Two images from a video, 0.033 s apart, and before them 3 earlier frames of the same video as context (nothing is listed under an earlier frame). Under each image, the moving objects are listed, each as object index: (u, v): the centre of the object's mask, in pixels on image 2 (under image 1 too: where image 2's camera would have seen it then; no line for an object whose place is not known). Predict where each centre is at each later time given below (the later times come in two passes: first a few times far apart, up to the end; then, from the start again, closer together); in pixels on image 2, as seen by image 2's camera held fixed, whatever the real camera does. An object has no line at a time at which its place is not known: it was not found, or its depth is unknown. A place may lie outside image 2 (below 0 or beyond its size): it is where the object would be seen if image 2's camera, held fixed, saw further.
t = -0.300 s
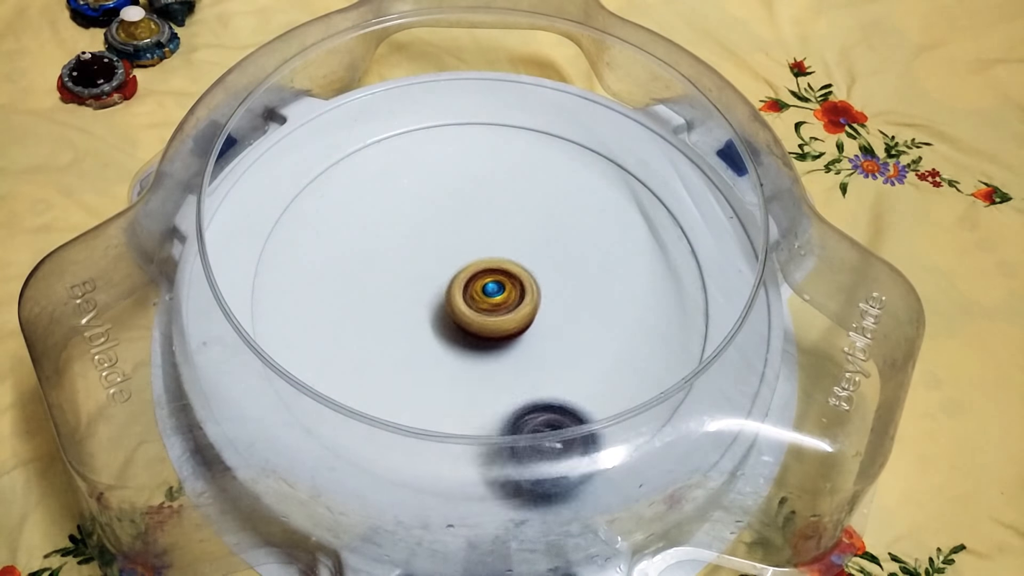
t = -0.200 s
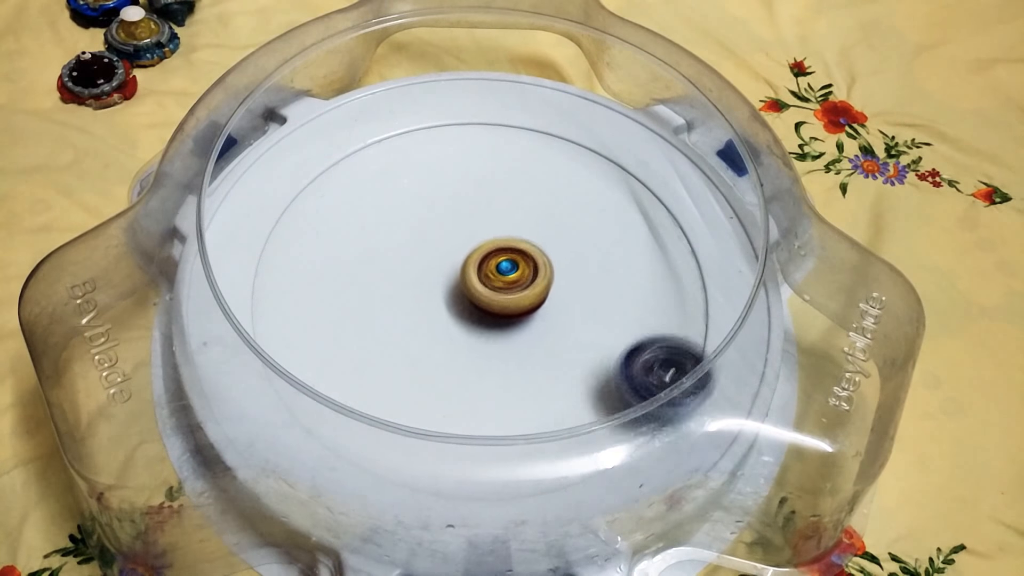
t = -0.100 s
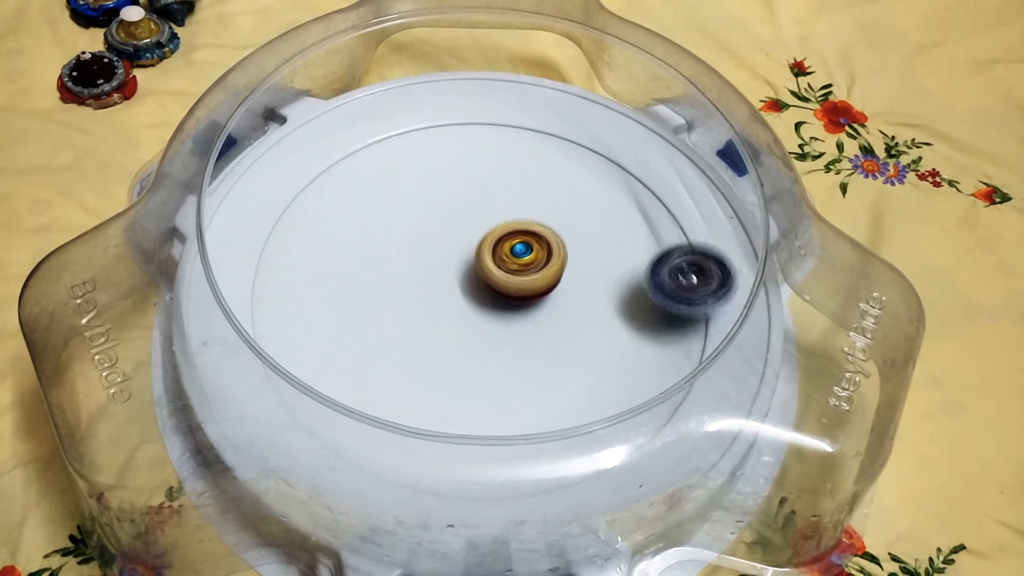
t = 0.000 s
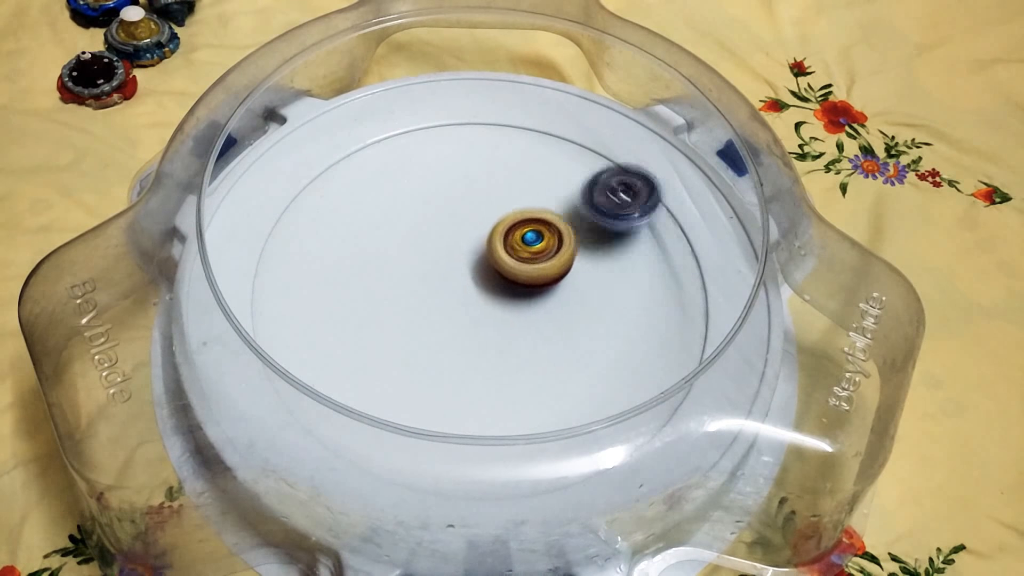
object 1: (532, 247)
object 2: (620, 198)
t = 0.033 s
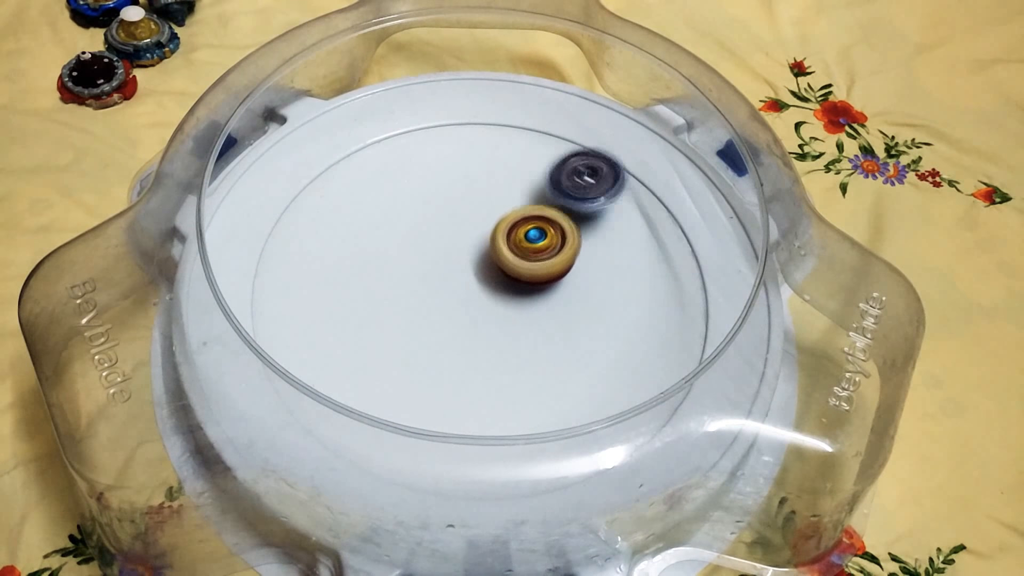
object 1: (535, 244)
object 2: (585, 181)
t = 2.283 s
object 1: (510, 310)
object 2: (374, 410)
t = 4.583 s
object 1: (480, 287)
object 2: (661, 288)
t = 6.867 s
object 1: (467, 268)
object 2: (524, 157)
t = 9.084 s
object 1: (464, 263)
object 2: (382, 207)
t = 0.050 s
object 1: (536, 244)
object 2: (567, 174)
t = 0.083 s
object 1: (535, 247)
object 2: (530, 156)
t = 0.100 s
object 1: (535, 249)
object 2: (509, 149)
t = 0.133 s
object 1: (534, 252)
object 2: (471, 143)
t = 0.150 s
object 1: (533, 253)
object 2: (450, 143)
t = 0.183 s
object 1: (530, 254)
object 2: (409, 148)
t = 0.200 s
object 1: (528, 255)
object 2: (388, 154)
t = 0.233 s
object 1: (525, 256)
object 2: (350, 171)
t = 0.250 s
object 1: (523, 257)
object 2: (332, 182)
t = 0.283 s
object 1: (520, 257)
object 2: (304, 210)
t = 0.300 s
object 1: (518, 257)
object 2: (294, 226)
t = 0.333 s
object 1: (514, 258)
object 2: (279, 265)
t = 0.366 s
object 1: (509, 259)
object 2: (281, 303)
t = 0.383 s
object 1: (507, 259)
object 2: (288, 323)
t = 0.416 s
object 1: (503, 259)
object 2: (302, 368)
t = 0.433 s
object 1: (500, 259)
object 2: (316, 387)
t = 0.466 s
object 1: (496, 259)
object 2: (353, 417)
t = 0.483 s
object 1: (494, 258)
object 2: (377, 429)
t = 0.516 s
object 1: (490, 258)
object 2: (427, 443)
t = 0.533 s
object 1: (488, 258)
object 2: (453, 446)
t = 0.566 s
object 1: (484, 257)
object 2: (502, 444)
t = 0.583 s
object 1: (482, 256)
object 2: (531, 427)
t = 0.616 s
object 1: (479, 255)
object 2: (572, 403)
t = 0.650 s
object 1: (475, 254)
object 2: (610, 384)
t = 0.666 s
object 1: (473, 254)
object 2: (626, 372)
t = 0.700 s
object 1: (470, 254)
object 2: (649, 341)
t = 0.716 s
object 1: (467, 253)
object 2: (654, 322)
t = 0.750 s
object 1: (465, 253)
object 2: (658, 286)
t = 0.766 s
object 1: (463, 253)
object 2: (656, 267)
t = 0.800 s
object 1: (459, 253)
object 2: (646, 233)
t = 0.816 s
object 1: (457, 253)
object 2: (638, 216)
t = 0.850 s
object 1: (454, 253)
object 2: (615, 185)
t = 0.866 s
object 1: (452, 253)
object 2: (602, 172)
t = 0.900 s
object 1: (449, 253)
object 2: (571, 150)
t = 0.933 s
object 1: (445, 253)
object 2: (538, 133)
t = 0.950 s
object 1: (443, 253)
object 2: (520, 126)
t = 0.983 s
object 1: (440, 253)
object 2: (482, 117)
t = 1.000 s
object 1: (439, 253)
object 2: (462, 115)
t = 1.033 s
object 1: (436, 253)
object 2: (424, 117)
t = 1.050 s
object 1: (435, 253)
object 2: (404, 121)
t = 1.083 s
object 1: (433, 253)
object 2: (366, 134)
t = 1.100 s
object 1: (432, 254)
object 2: (347, 143)
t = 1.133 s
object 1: (431, 254)
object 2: (317, 165)
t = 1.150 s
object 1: (430, 254)
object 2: (305, 179)
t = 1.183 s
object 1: (429, 255)
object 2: (284, 211)
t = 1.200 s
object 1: (429, 255)
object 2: (277, 230)
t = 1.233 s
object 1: (429, 255)
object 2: (272, 268)
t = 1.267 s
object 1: (428, 256)
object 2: (282, 307)
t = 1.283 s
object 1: (428, 256)
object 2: (292, 325)
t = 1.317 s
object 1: (430, 257)
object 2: (314, 367)
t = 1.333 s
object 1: (430, 257)
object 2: (332, 384)
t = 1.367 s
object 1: (431, 258)
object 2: (372, 412)
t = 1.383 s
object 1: (432, 258)
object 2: (398, 420)
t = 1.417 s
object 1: (434, 260)
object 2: (449, 429)
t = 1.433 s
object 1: (435, 261)
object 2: (478, 423)
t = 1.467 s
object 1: (438, 262)
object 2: (526, 410)
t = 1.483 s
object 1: (439, 263)
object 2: (551, 405)
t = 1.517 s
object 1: (442, 265)
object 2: (594, 392)
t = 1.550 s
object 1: (445, 268)
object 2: (631, 371)
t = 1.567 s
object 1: (447, 269)
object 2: (649, 358)
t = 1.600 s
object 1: (450, 271)
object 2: (671, 327)
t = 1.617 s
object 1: (452, 272)
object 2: (677, 308)
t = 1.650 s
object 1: (455, 275)
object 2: (681, 273)
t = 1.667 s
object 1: (457, 276)
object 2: (681, 255)
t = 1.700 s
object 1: (461, 278)
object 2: (673, 221)
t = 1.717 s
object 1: (462, 280)
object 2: (667, 206)
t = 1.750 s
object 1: (465, 282)
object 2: (649, 177)
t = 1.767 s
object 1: (468, 283)
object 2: (639, 164)
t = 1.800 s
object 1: (471, 286)
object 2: (612, 141)
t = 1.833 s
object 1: (475, 288)
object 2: (580, 124)
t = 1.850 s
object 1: (477, 289)
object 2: (562, 118)
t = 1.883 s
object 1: (480, 292)
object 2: (525, 109)
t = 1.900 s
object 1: (482, 293)
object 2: (507, 106)
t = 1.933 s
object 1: (486, 295)
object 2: (469, 107)
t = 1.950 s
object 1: (487, 296)
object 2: (449, 110)
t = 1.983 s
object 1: (491, 298)
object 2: (412, 120)
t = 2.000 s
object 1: (492, 299)
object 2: (394, 127)
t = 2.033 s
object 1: (495, 301)
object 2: (361, 147)
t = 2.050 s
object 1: (497, 302)
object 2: (345, 159)
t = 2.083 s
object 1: (499, 304)
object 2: (320, 188)
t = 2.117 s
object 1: (502, 306)
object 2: (302, 223)
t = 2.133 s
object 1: (503, 307)
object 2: (296, 242)
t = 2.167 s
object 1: (505, 308)
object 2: (295, 281)
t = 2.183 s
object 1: (506, 308)
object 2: (297, 301)
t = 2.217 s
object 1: (508, 310)
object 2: (316, 340)
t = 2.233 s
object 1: (508, 310)
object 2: (329, 356)
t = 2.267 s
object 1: (510, 310)
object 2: (355, 395)
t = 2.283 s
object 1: (510, 310)
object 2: (374, 410)
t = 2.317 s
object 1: (509, 311)
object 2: (419, 428)
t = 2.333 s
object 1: (510, 311)
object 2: (443, 436)
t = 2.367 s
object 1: (509, 310)
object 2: (489, 447)
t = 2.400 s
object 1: (510, 310)
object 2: (541, 444)
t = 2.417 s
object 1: (509, 310)
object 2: (564, 439)
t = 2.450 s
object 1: (508, 309)
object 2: (609, 421)
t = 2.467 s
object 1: (509, 308)
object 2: (629, 410)
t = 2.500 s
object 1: (508, 307)
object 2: (660, 386)
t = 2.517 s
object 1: (507, 307)
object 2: (673, 372)
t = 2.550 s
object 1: (507, 306)
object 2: (691, 340)
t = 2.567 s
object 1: (507, 305)
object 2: (693, 322)
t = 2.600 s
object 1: (507, 302)
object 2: (700, 294)
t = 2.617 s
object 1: (506, 302)
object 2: (699, 280)
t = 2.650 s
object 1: (504, 299)
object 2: (693, 249)
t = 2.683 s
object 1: (504, 296)
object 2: (680, 221)
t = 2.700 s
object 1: (504, 295)
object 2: (669, 208)
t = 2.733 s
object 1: (503, 292)
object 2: (648, 185)
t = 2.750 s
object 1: (503, 291)
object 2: (635, 174)
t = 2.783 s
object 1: (502, 288)
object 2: (604, 154)
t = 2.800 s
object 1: (502, 287)
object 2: (587, 147)
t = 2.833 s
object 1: (500, 285)
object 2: (552, 135)
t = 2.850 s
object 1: (500, 283)
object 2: (536, 131)
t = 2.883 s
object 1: (499, 280)
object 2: (497, 128)
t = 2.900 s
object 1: (498, 280)
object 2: (477, 129)
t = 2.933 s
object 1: (497, 277)
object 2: (437, 134)
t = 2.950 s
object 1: (496, 276)
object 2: (417, 140)
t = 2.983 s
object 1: (495, 273)
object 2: (381, 155)
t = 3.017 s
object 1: (493, 271)
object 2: (350, 173)
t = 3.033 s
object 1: (492, 270)
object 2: (335, 185)
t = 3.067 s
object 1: (491, 267)
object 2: (309, 214)
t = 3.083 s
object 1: (490, 266)
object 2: (299, 230)
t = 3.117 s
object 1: (488, 263)
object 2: (286, 267)
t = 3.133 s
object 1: (487, 262)
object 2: (283, 286)
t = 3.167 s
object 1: (485, 261)
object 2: (288, 322)
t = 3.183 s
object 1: (485, 260)
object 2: (290, 345)
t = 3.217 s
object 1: (482, 258)
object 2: (307, 382)
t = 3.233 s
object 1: (482, 257)
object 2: (320, 399)
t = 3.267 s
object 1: (479, 256)
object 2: (355, 429)
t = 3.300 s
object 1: (478, 253)
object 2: (396, 451)
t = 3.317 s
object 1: (477, 253)
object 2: (419, 458)
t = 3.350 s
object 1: (474, 252)
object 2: (466, 465)
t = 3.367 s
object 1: (474, 251)
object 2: (490, 464)
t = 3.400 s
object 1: (472, 251)
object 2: (533, 459)
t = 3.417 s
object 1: (471, 251)
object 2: (555, 453)
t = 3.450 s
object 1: (468, 250)
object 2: (596, 431)
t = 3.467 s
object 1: (467, 250)
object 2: (614, 419)
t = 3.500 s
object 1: (465, 250)
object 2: (642, 390)
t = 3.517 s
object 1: (464, 250)
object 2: (653, 374)
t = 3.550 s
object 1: (462, 250)
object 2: (665, 343)
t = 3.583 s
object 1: (459, 251)
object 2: (671, 310)
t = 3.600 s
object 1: (458, 251)
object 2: (670, 293)
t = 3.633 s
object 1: (456, 252)
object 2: (664, 260)
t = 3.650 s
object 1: (454, 253)
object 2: (657, 244)
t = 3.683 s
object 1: (452, 253)
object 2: (640, 217)
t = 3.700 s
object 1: (451, 254)
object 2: (629, 204)
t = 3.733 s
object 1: (450, 255)
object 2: (603, 179)
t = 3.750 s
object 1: (448, 255)
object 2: (590, 170)
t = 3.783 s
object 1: (447, 255)
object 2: (559, 152)
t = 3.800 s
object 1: (446, 256)
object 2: (543, 145)
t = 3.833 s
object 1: (445, 256)
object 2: (509, 135)
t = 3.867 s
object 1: (444, 257)
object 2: (472, 129)
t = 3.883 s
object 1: (443, 258)
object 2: (454, 129)
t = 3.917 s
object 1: (443, 259)
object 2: (418, 131)
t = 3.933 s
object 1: (443, 259)
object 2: (399, 135)
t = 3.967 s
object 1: (443, 260)
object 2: (363, 146)
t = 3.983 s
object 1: (443, 260)
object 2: (348, 153)
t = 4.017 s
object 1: (443, 261)
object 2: (317, 174)
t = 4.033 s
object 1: (443, 262)
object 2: (304, 187)
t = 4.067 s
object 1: (443, 263)
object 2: (285, 213)
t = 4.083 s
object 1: (444, 264)
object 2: (277, 227)
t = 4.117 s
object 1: (445, 265)
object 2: (268, 261)
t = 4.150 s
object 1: (446, 266)
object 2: (270, 293)
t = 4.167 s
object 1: (447, 267)
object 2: (277, 309)
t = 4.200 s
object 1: (449, 268)
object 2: (289, 349)
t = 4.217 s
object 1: (450, 269)
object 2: (300, 367)
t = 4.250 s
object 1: (452, 270)
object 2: (330, 394)
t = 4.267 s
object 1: (453, 271)
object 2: (350, 407)
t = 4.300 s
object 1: (455, 273)
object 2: (388, 424)
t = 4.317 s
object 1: (457, 274)
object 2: (411, 431)
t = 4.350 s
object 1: (459, 276)
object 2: (458, 435)
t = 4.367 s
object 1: (461, 276)
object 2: (482, 434)
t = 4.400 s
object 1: (464, 279)
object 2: (528, 419)
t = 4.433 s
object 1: (466, 280)
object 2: (567, 409)
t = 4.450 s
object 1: (468, 280)
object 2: (584, 402)
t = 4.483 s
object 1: (471, 282)
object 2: (616, 375)
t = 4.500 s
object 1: (472, 283)
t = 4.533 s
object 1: (476, 284)
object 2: (647, 335)
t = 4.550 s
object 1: (477, 285)
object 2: (655, 318)
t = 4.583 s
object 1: (480, 287)
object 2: (661, 288)
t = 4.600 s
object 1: (482, 288)
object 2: (662, 271)
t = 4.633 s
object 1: (485, 289)
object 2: (656, 242)
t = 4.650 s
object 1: (488, 290)
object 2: (652, 226)
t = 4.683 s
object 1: (489, 292)
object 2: (639, 198)
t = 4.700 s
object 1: (492, 292)
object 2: (630, 186)
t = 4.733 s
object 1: (494, 294)
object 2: (609, 162)
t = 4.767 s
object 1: (497, 295)
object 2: (583, 143)
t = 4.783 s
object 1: (498, 295)
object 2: (570, 135)
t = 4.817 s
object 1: (501, 296)
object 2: (540, 122)
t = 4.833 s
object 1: (501, 297)
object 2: (523, 117)
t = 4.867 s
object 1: (504, 298)
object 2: (491, 112)
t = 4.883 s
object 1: (504, 298)
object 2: (473, 112)
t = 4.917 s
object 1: (506, 298)
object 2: (442, 115)
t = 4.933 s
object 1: (507, 298)
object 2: (424, 119)
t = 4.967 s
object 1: (508, 298)
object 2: (394, 128)
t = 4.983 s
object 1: (508, 299)
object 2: (377, 136)
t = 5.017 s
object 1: (509, 298)
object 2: (350, 155)
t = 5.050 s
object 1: (510, 298)
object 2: (326, 180)
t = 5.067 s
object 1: (510, 298)
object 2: (316, 195)
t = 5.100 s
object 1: (511, 297)
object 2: (303, 224)
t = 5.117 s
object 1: (511, 297)
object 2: (299, 242)
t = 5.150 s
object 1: (511, 297)
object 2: (299, 274)
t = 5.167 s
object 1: (511, 297)
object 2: (302, 293)
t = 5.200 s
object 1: (511, 296)
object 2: (314, 329)
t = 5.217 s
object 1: (511, 296)
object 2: (325, 344)
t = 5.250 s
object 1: (510, 295)
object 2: (354, 369)
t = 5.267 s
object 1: (510, 295)
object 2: (372, 380)
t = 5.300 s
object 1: (509, 294)
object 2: (409, 396)
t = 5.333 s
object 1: (508, 293)
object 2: (447, 419)
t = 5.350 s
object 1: (508, 292)
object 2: (468, 422)
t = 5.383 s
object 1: (506, 291)
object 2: (513, 420)
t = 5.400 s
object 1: (506, 290)
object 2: (532, 407)
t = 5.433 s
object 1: (504, 290)
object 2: (572, 408)
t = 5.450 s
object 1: (504, 289)
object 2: (588, 395)
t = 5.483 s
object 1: (501, 288)
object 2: (623, 386)
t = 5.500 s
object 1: (501, 287)
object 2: (634, 370)
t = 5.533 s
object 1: (498, 286)
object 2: (658, 350)
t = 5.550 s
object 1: (498, 285)
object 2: (668, 337)
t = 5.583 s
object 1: (495, 284)
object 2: (676, 309)
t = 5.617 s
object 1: (492, 283)
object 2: (678, 280)
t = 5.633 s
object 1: (491, 282)
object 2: (677, 265)
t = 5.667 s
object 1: (488, 281)
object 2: (668, 239)
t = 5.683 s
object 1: (486, 280)
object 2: (661, 224)
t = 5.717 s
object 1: (483, 279)
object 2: (646, 202)
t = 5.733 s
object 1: (481, 278)
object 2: (634, 190)
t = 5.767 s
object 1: (478, 276)
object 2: (610, 173)
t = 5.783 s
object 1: (477, 276)
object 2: (598, 165)
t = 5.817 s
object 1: (474, 275)
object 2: (569, 152)
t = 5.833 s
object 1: (472, 274)
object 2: (555, 148)
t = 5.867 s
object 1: (469, 272)
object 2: (522, 142)
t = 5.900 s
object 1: (466, 271)
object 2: (490, 139)
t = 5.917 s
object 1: (465, 271)
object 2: (475, 140)
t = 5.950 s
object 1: (462, 269)
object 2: (440, 146)
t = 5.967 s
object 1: (461, 269)
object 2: (427, 150)
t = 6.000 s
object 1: (458, 268)
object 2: (393, 164)
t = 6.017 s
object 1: (457, 268)
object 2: (380, 171)
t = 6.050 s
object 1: (454, 267)
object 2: (353, 192)
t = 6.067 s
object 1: (453, 266)
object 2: (343, 201)
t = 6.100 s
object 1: (451, 265)
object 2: (322, 229)
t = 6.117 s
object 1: (450, 265)
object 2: (315, 242)
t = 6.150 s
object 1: (448, 264)
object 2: (307, 273)
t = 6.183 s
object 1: (447, 263)
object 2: (306, 305)
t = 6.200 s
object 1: (446, 263)
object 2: (309, 322)
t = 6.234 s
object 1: (445, 263)
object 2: (325, 351)
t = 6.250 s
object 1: (445, 263)
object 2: (336, 362)
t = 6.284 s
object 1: (444, 262)
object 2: (361, 382)
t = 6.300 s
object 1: (444, 262)
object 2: (369, 407)
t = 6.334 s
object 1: (443, 262)
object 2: (404, 423)
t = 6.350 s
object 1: (444, 262)
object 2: (423, 428)
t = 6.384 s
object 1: (443, 262)
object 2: (461, 435)
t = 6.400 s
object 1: (444, 261)
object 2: (481, 436)
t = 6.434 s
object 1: (444, 262)
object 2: (522, 423)
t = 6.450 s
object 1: (445, 261)
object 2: (540, 422)
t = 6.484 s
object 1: (445, 262)
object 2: (573, 411)
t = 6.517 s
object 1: (446, 261)
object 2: (600, 391)
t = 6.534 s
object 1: (446, 262)
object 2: (610, 380)
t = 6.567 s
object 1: (447, 262)
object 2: (632, 359)
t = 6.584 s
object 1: (447, 262)
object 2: (637, 345)
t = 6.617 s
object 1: (449, 262)
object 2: (643, 318)
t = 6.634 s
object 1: (450, 263)
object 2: (646, 304)
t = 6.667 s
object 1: (452, 263)
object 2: (642, 276)
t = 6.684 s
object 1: (453, 263)
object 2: (638, 262)
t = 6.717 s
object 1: (455, 264)
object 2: (626, 237)
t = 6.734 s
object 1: (456, 264)
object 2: (618, 225)
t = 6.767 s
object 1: (459, 265)
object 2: (600, 203)
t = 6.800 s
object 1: (462, 266)
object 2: (578, 184)
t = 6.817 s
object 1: (462, 266)
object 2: (565, 176)
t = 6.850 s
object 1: (466, 267)
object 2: (540, 163)
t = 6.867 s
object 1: (467, 268)
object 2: (524, 157)
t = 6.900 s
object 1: (471, 268)
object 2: (494, 149)
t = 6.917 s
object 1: (472, 269)
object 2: (481, 147)
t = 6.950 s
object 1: (475, 270)
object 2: (451, 146)
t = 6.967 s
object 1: (476, 270)
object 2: (434, 147)
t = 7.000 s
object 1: (480, 272)
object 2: (405, 152)
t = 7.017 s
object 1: (482, 272)
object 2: (387, 158)
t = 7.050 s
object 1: (485, 273)
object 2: (360, 171)
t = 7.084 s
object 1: (488, 275)
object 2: (337, 187)
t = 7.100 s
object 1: (490, 275)
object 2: (328, 197)
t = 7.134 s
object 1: (493, 276)
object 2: (310, 222)
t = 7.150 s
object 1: (494, 277)
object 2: (306, 232)
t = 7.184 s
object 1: (497, 278)
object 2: (299, 260)
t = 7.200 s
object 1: (498, 278)
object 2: (299, 276)
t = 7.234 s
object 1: (501, 279)
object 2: (306, 306)
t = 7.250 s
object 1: (502, 280)
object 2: (311, 321)
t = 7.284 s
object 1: (505, 281)
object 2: (331, 348)
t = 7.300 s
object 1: (506, 281)
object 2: (343, 357)
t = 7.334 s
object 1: (508, 282)
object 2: (372, 376)
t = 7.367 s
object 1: (510, 283)
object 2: (407, 389)
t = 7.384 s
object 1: (510, 284)
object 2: (424, 394)
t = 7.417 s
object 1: (512, 284)
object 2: (461, 398)
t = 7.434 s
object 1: (513, 285)
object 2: (480, 397)
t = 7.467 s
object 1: (514, 285)
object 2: (516, 394)
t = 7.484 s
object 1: (514, 286)
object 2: (533, 390)
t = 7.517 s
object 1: (515, 287)
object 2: (565, 375)
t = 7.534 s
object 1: (516, 287)
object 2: (577, 367)
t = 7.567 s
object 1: (515, 289)
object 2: (601, 346)
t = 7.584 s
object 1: (516, 289)
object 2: (609, 332)
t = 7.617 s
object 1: (515, 290)
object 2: (621, 308)
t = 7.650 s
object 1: (515, 291)
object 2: (627, 282)
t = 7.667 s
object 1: (514, 291)
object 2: (628, 270)
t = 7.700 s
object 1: (512, 292)
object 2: (626, 244)
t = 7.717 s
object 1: (512, 291)
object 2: (621, 233)
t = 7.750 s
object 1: (509, 292)
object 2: (611, 212)
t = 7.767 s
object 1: (509, 292)
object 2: (604, 199)
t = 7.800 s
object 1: (506, 291)
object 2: (586, 181)
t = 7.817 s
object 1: (505, 292)
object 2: (577, 174)
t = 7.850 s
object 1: (503, 290)
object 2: (554, 160)
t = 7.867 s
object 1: (502, 290)
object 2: (541, 154)
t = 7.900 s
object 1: (500, 290)
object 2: (516, 146)
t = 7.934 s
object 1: (496, 289)
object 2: (490, 143)
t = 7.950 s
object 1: (496, 289)
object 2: (476, 142)
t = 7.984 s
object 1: (493, 288)
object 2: (448, 146)
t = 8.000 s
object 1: (492, 288)
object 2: (436, 149)
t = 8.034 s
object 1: (490, 286)
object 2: (409, 160)
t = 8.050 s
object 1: (488, 287)
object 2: (396, 167)
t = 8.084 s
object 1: (485, 286)
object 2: (375, 183)
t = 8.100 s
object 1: (484, 285)
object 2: (366, 192)
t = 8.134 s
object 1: (481, 284)
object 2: (351, 216)
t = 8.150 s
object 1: (479, 284)
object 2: (344, 227)
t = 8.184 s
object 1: (478, 282)
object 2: (338, 254)
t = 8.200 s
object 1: (476, 282)
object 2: (338, 267)
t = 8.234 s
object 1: (474, 281)
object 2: (341, 294)
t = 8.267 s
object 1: (471, 280)
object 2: (352, 319)
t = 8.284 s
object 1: (469, 280)
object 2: (360, 333)
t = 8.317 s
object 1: (467, 278)
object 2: (380, 357)
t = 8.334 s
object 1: (465, 278)
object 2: (392, 365)
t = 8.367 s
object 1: (463, 277)
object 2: (419, 382)
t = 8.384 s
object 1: (463, 275)
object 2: (435, 387)
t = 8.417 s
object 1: (460, 274)
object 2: (469, 393)
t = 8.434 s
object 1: (460, 274)
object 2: (486, 394)
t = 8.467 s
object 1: (458, 272)
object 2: (522, 392)
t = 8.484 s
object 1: (457, 272)
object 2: (536, 390)
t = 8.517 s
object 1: (456, 271)
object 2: (568, 381)
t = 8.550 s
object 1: (455, 269)
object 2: (593, 366)
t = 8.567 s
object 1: (454, 269)
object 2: (603, 357)
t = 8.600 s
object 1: (454, 268)
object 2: (619, 336)
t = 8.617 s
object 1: (454, 267)
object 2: (625, 325)
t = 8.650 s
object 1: (453, 267)
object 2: (631, 302)
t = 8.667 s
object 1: (453, 266)
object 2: (632, 290)
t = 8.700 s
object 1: (453, 265)
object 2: (629, 267)
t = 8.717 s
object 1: (452, 265)
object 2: (626, 256)
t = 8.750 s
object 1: (453, 264)
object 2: (616, 235)
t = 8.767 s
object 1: (453, 264)
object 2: (608, 226)
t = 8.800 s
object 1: (453, 263)
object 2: (592, 209)
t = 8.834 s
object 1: (454, 262)
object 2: (570, 194)
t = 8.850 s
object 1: (455, 262)
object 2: (561, 189)
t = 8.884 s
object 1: (455, 262)
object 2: (534, 180)
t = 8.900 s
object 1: (456, 262)
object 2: (522, 177)
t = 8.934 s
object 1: (457, 262)
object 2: (496, 173)
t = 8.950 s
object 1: (458, 262)
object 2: (481, 174)
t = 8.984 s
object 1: (459, 262)
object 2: (453, 176)
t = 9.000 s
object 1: (460, 262)
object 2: (441, 178)
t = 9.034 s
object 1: (462, 262)
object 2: (416, 186)
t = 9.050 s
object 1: (463, 262)
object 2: (405, 191)
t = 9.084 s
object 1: (464, 263)
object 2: (382, 207)
